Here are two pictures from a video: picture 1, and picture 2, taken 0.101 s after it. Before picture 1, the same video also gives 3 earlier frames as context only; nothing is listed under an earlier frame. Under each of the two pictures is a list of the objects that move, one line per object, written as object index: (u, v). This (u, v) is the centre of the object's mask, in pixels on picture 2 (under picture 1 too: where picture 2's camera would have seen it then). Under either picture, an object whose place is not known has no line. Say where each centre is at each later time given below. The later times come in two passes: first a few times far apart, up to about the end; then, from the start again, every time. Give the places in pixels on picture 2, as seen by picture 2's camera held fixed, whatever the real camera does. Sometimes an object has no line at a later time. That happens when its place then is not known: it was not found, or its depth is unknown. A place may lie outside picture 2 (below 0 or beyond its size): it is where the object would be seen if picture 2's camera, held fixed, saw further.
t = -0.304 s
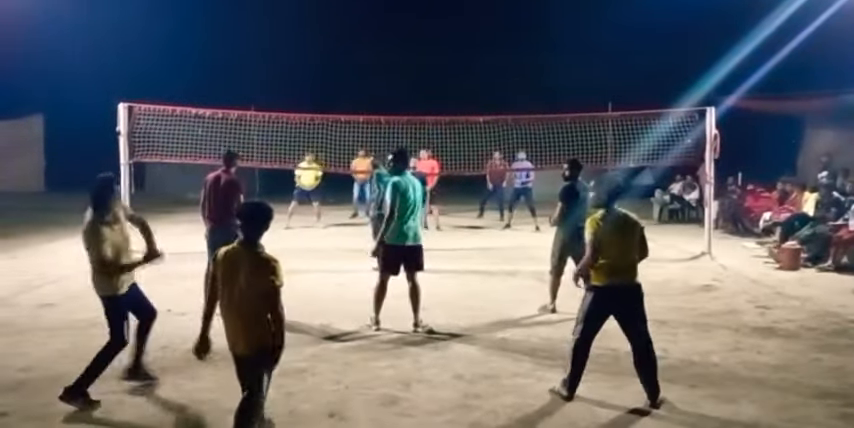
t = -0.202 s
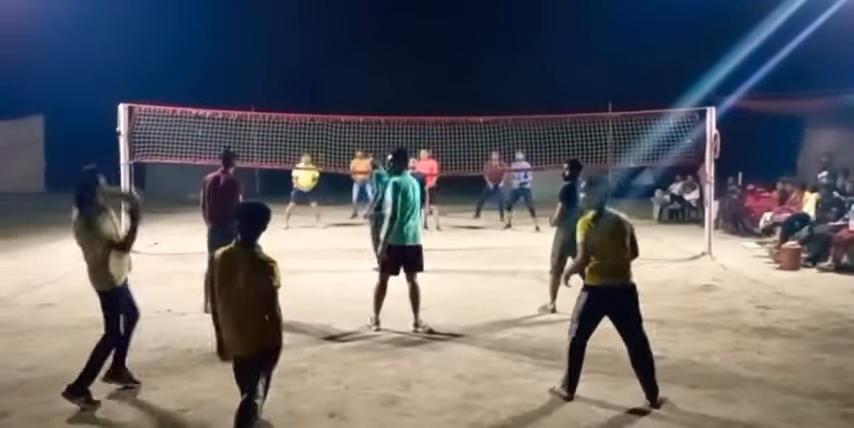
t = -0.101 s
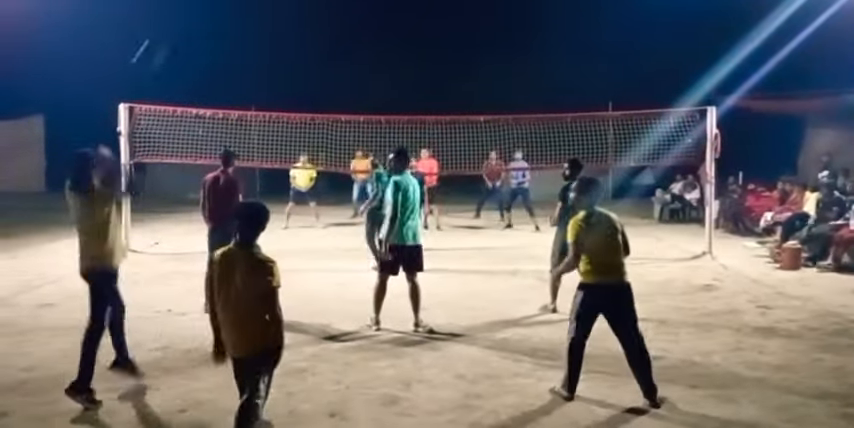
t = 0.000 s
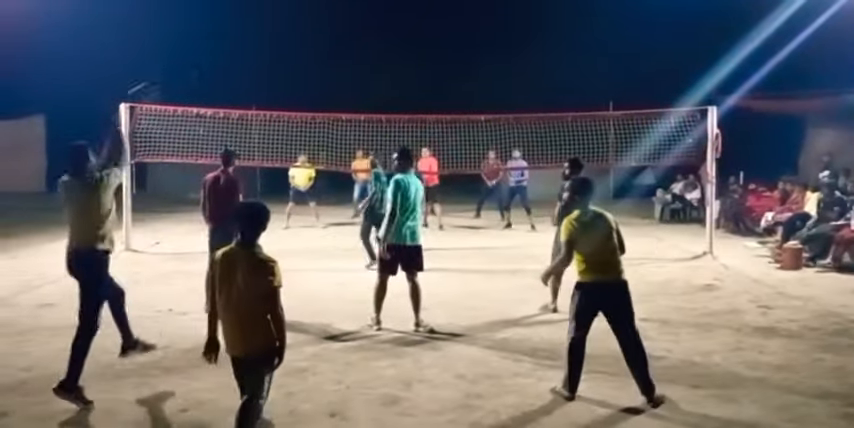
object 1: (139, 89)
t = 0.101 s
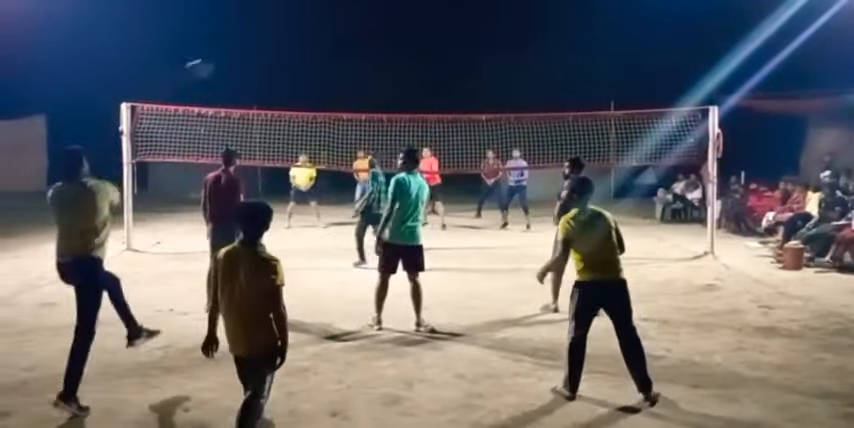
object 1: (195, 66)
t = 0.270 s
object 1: (256, 58)
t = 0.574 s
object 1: (317, 96)
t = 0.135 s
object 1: (211, 62)
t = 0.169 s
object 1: (224, 60)
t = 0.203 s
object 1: (235, 58)
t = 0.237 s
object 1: (246, 57)
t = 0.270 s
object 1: (256, 58)
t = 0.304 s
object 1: (265, 60)
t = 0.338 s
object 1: (273, 62)
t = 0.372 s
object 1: (280, 66)
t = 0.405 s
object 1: (288, 69)
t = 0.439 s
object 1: (295, 74)
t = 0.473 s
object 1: (300, 79)
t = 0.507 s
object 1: (307, 84)
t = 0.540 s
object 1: (312, 89)
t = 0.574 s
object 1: (317, 96)
